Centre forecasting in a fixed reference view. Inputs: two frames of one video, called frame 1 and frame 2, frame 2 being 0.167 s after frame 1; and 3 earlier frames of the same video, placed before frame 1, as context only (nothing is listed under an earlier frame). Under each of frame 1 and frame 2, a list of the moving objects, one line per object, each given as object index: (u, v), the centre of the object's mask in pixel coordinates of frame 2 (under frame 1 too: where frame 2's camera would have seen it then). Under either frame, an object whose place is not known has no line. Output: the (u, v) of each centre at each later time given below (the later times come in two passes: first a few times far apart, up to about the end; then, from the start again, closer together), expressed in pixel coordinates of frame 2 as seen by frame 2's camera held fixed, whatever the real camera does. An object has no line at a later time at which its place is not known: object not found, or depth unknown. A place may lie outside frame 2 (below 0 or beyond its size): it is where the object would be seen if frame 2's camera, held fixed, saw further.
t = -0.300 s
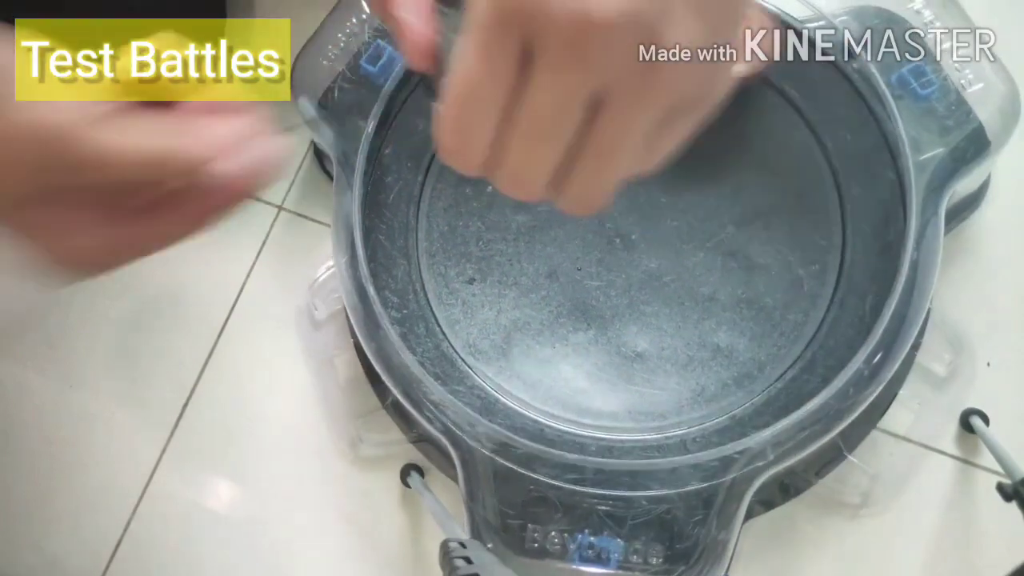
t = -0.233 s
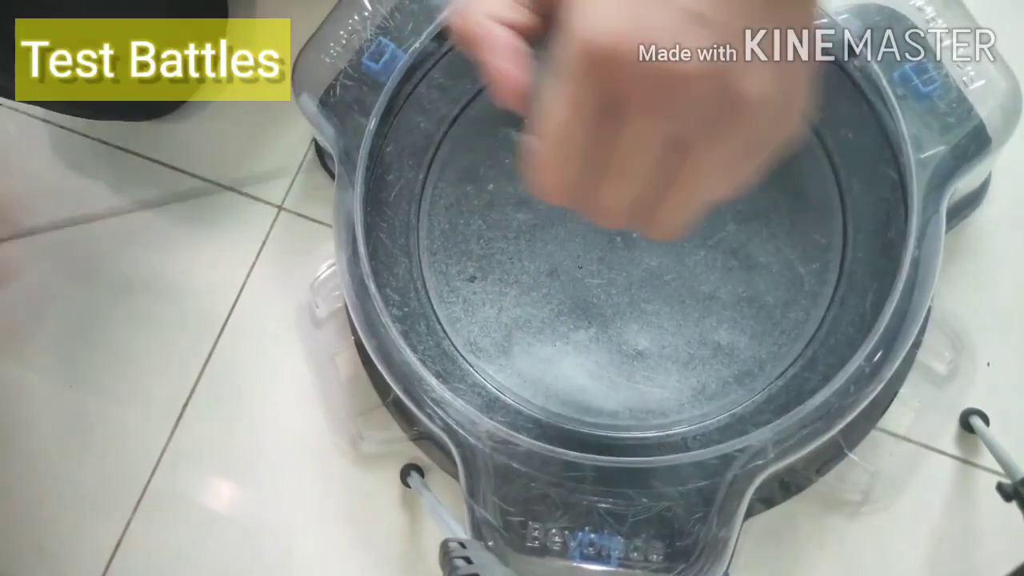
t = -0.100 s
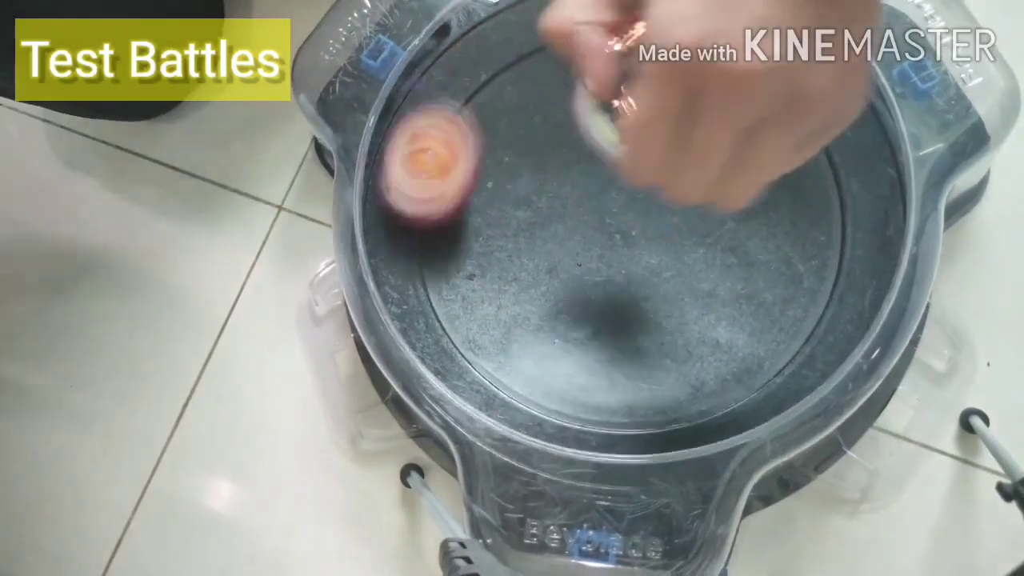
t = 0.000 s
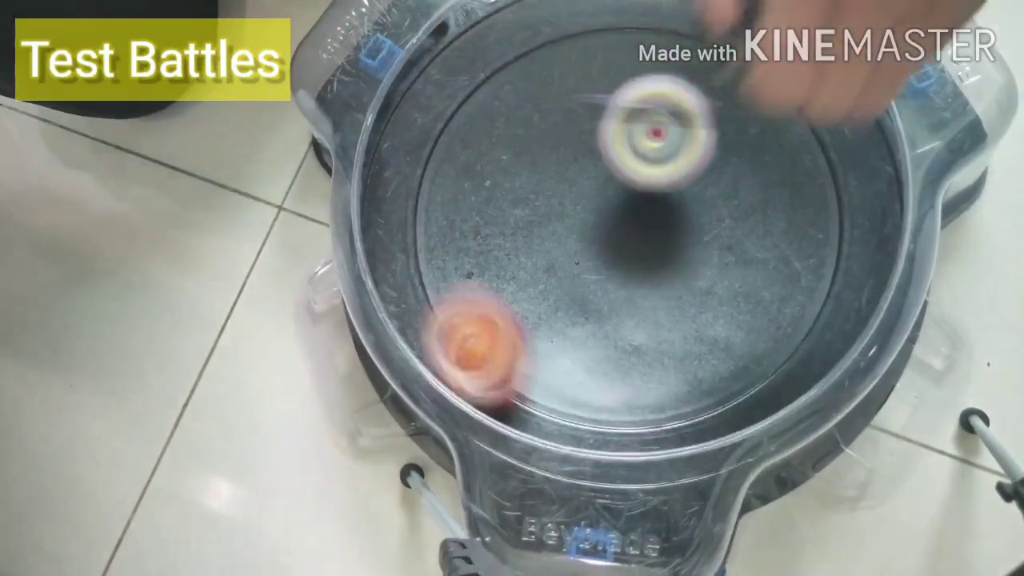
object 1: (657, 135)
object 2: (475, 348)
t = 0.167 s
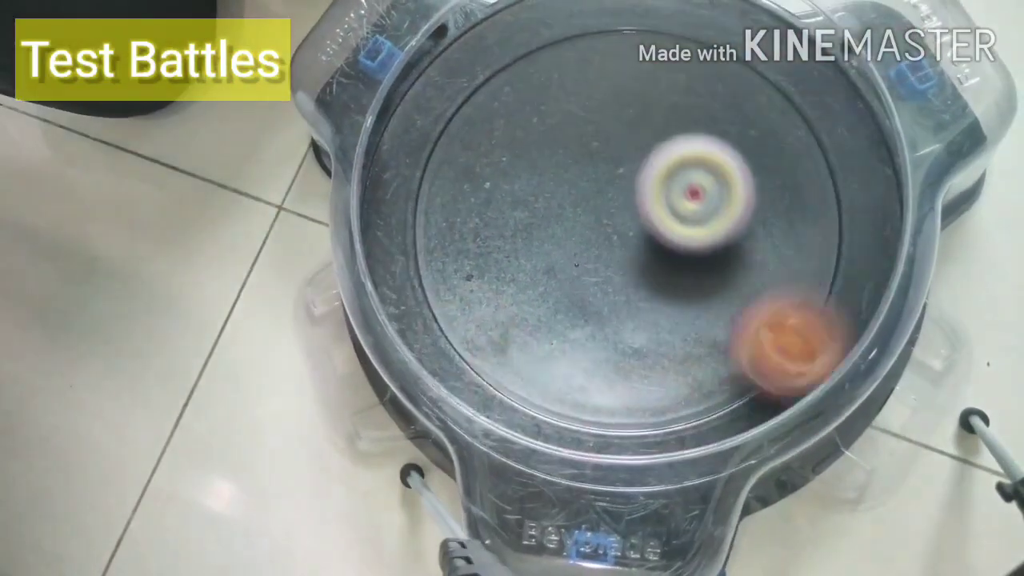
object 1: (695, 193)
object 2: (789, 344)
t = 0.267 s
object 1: (713, 225)
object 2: (835, 171)
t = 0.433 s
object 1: (717, 262)
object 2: (601, 21)
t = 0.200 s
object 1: (702, 204)
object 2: (824, 291)
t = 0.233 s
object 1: (708, 214)
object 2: (839, 232)
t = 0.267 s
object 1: (713, 225)
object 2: (835, 171)
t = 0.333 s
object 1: (718, 245)
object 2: (776, 69)
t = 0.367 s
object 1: (718, 252)
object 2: (724, 38)
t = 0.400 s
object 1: (718, 259)
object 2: (663, 23)
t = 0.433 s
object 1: (717, 262)
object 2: (601, 21)
